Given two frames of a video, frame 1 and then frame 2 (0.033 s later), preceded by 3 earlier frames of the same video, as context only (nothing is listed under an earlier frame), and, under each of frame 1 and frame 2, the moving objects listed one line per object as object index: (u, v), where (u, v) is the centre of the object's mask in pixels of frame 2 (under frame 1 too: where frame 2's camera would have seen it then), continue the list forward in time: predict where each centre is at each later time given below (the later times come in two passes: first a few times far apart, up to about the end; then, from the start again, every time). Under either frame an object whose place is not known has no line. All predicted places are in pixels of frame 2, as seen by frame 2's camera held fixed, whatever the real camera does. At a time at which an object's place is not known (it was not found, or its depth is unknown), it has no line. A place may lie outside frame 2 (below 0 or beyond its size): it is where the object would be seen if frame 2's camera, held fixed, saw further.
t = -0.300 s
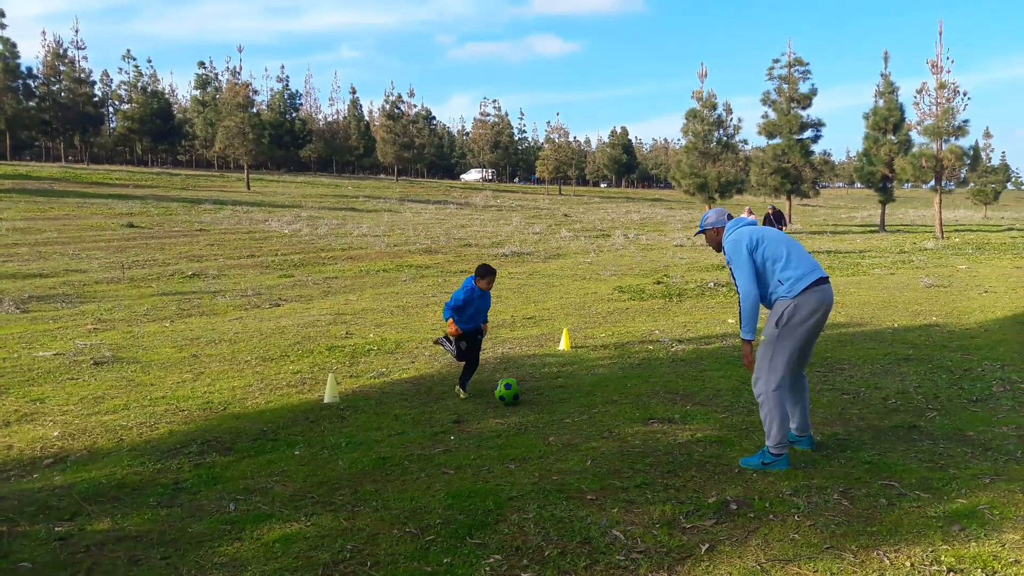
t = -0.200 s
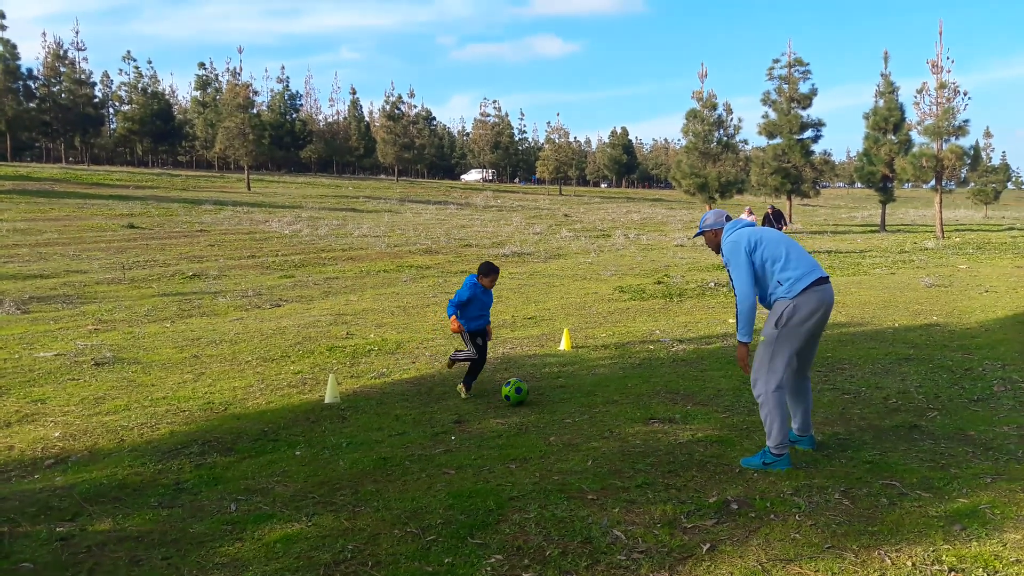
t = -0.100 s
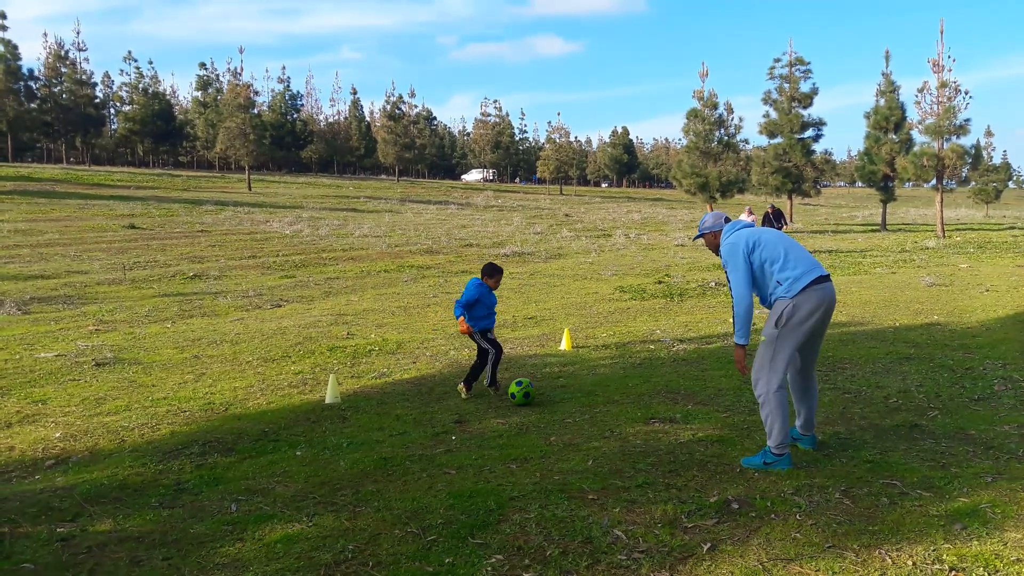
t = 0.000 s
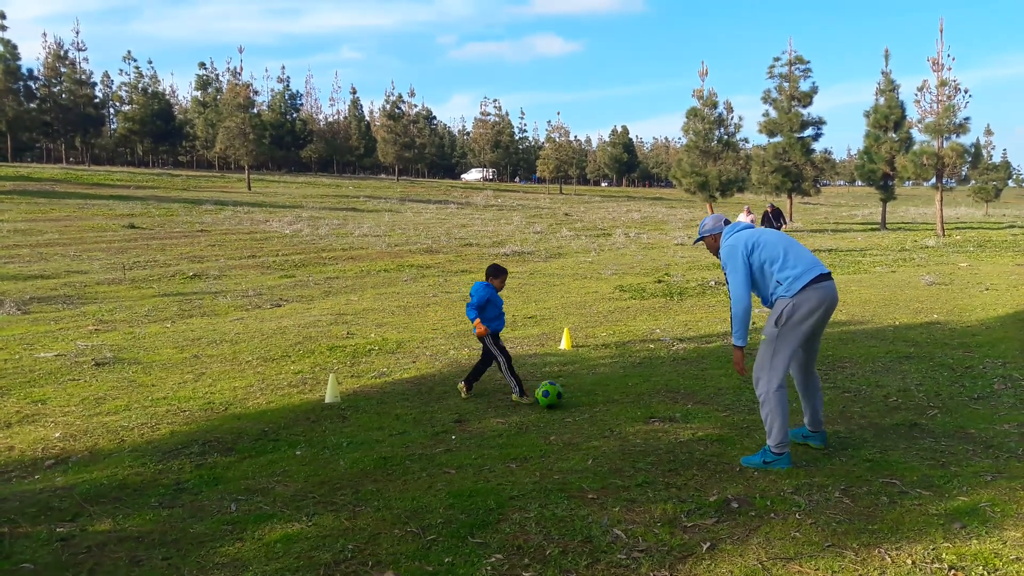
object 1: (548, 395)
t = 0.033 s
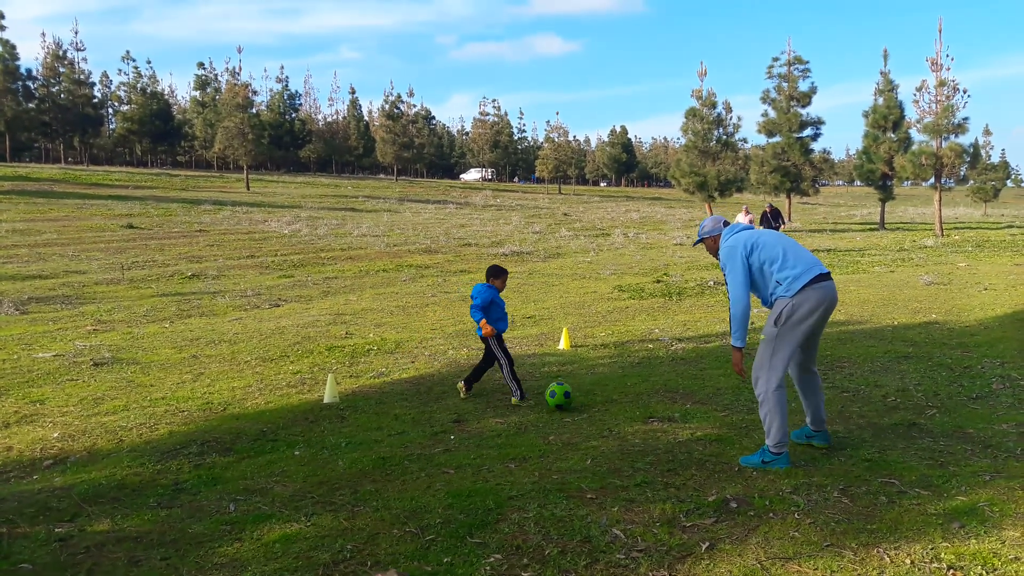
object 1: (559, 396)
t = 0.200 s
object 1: (611, 405)
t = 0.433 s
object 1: (660, 410)
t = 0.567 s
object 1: (688, 410)
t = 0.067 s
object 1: (571, 398)
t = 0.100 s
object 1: (582, 400)
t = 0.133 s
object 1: (592, 402)
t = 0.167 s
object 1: (601, 403)
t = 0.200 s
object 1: (611, 405)
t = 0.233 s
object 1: (619, 405)
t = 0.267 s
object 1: (625, 405)
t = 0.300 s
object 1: (633, 406)
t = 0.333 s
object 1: (639, 407)
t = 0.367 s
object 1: (645, 410)
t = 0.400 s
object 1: (653, 409)
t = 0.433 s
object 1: (660, 410)
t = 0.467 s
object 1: (666, 410)
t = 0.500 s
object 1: (674, 410)
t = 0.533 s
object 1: (681, 410)
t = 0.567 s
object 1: (688, 410)
